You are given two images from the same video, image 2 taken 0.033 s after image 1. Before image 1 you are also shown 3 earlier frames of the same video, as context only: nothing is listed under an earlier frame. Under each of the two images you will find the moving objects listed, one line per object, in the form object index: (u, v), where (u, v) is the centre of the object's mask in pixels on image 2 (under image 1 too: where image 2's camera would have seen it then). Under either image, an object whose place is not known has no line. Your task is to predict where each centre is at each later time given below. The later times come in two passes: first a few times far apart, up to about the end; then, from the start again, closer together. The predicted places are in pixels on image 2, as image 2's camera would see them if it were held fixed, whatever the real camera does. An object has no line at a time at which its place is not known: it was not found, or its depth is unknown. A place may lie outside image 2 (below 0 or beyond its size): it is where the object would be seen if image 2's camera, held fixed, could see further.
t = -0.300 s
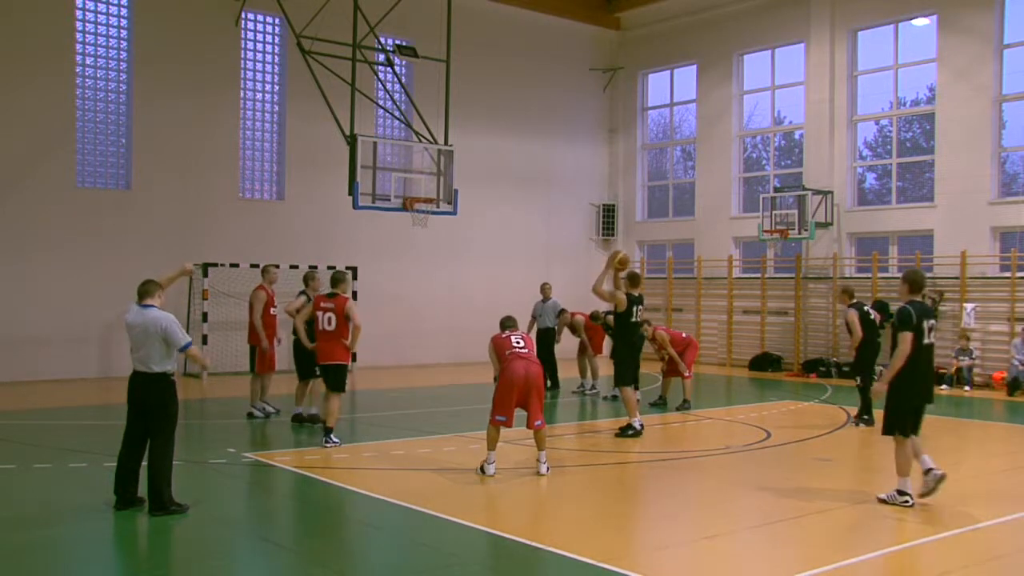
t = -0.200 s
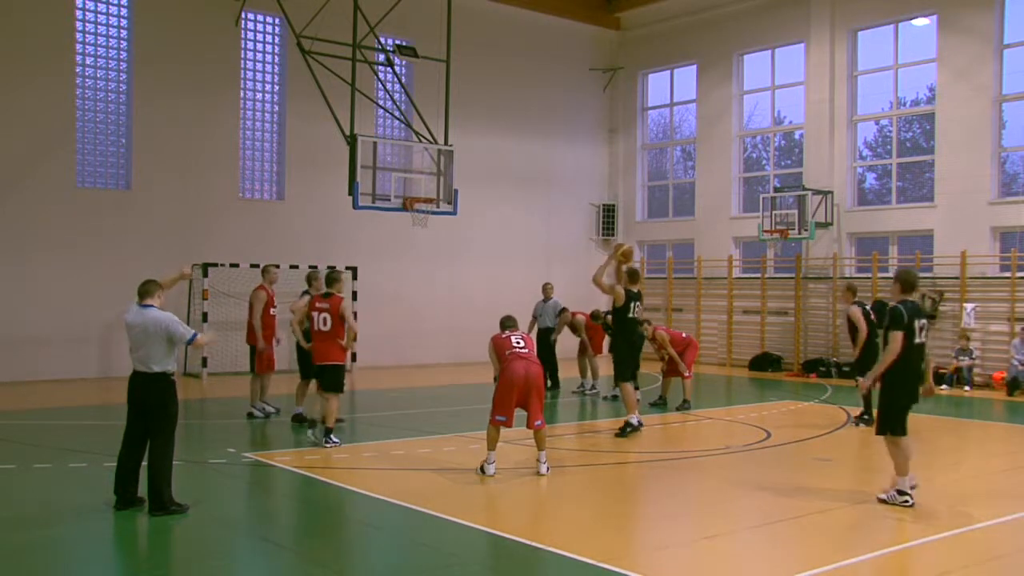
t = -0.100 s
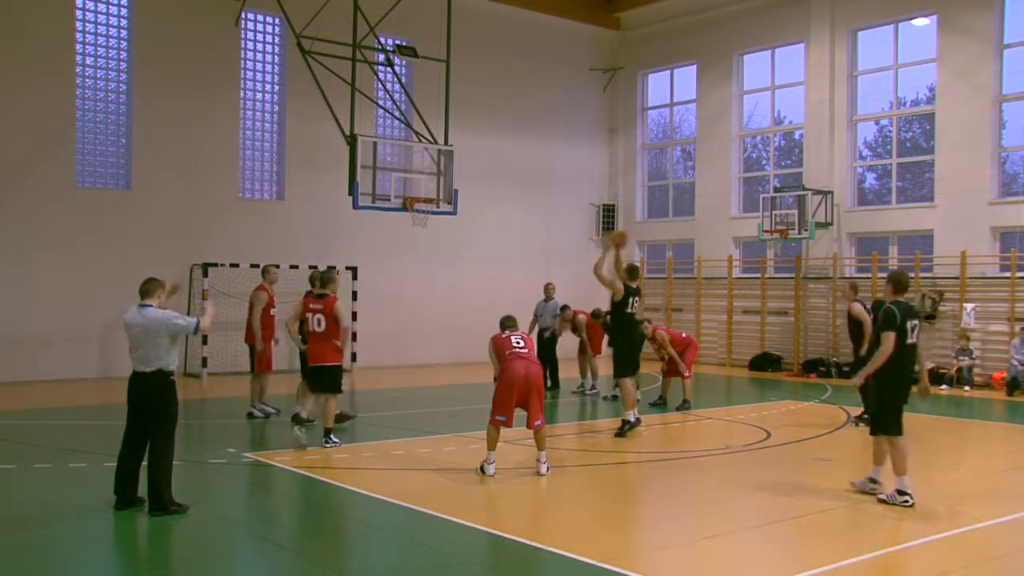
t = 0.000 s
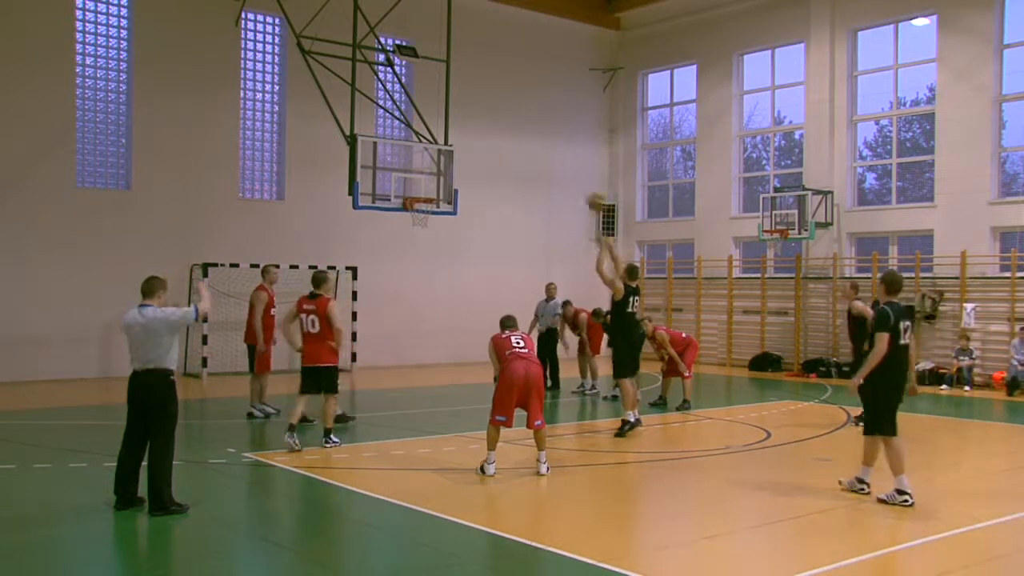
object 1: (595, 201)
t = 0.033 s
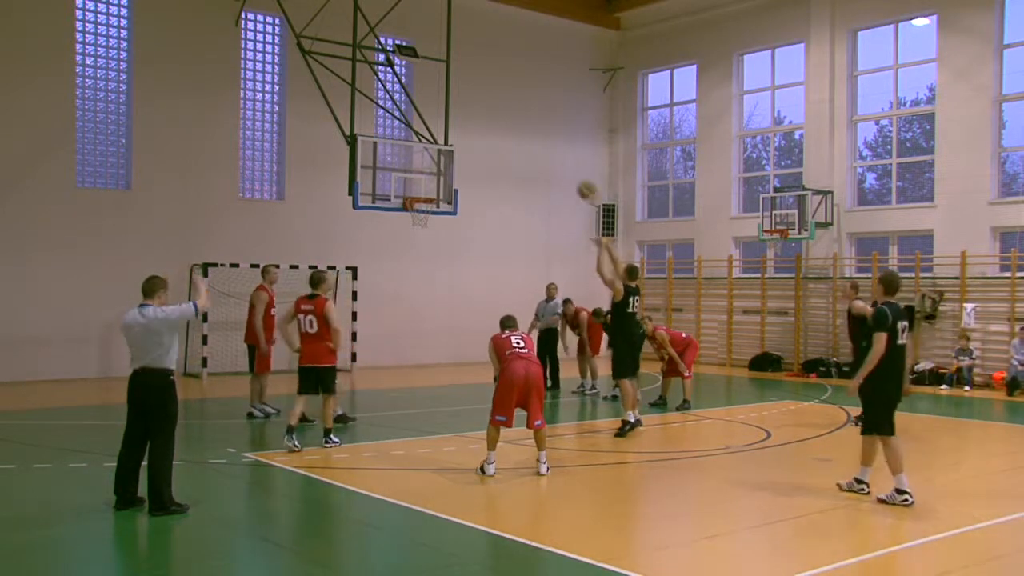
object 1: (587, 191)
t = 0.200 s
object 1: (544, 151)
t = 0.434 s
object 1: (491, 133)
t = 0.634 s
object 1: (454, 146)
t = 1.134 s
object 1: (448, 186)
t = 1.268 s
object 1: (457, 199)
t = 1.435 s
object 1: (472, 234)
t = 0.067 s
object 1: (577, 181)
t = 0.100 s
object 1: (569, 172)
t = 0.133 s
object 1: (560, 163)
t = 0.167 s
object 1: (552, 157)
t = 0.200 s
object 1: (544, 151)
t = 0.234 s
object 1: (536, 146)
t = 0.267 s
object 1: (528, 142)
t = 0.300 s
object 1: (521, 138)
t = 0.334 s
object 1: (513, 136)
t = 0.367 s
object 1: (505, 135)
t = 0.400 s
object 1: (499, 134)
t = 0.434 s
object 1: (491, 133)
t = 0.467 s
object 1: (485, 134)
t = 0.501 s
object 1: (478, 135)
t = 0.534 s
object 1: (471, 137)
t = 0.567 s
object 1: (465, 139)
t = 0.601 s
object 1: (460, 142)
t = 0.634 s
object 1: (454, 146)
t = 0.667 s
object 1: (448, 151)
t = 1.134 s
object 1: (448, 186)
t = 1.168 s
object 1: (451, 187)
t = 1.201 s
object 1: (453, 190)
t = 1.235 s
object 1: (455, 194)
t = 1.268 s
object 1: (457, 199)
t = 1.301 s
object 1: (462, 204)
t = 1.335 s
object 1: (465, 211)
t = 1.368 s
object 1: (467, 218)
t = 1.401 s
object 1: (470, 225)
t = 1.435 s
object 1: (472, 234)
